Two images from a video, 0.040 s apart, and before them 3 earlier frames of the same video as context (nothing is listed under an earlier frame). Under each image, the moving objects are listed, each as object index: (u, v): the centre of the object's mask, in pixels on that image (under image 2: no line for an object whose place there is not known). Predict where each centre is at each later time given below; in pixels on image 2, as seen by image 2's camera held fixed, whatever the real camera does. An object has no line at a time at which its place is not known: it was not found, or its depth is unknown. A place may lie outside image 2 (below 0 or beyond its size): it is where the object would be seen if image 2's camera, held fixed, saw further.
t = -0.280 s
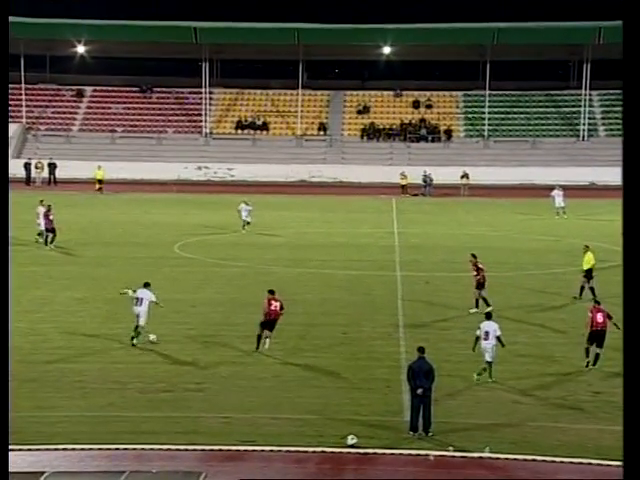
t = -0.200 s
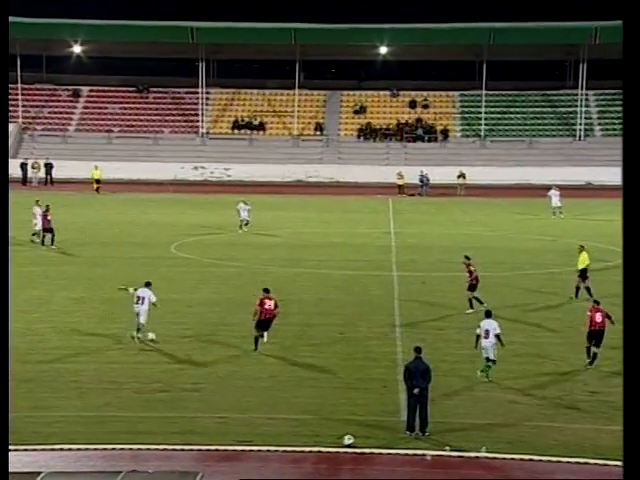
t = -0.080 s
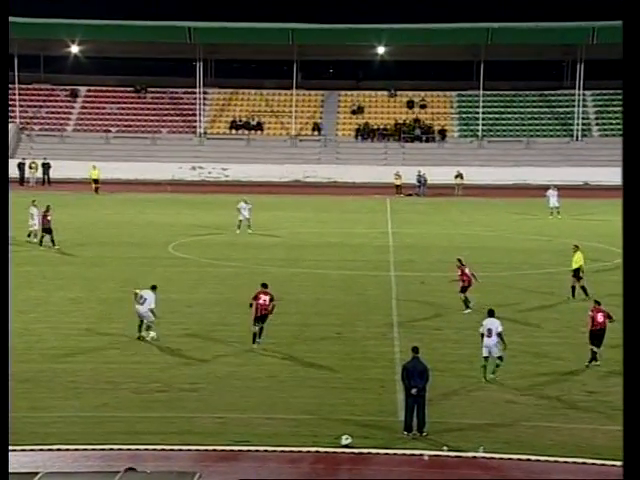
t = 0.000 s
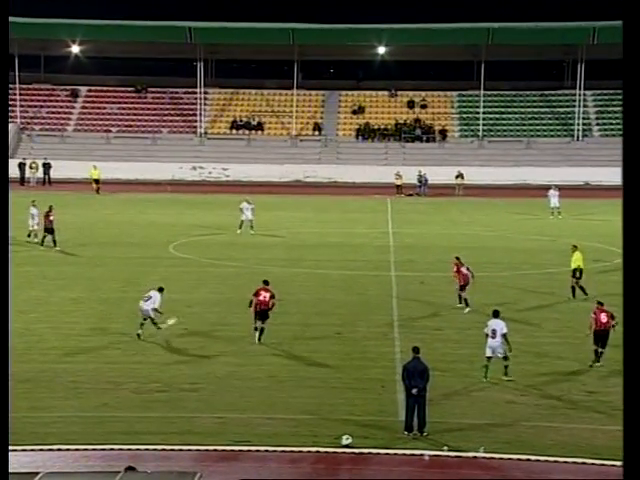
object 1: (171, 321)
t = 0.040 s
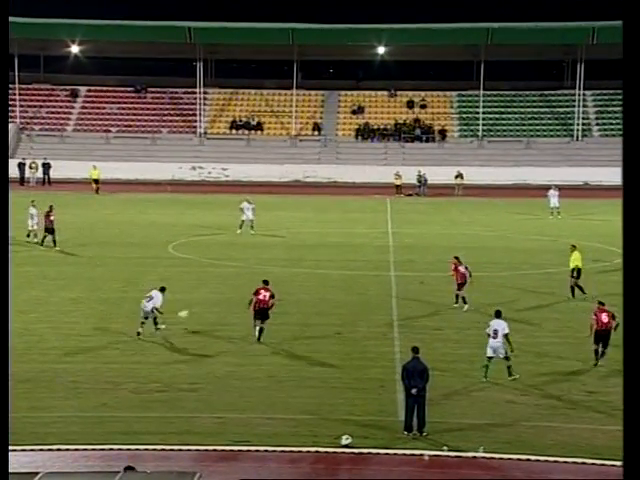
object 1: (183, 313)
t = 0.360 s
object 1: (251, 284)
